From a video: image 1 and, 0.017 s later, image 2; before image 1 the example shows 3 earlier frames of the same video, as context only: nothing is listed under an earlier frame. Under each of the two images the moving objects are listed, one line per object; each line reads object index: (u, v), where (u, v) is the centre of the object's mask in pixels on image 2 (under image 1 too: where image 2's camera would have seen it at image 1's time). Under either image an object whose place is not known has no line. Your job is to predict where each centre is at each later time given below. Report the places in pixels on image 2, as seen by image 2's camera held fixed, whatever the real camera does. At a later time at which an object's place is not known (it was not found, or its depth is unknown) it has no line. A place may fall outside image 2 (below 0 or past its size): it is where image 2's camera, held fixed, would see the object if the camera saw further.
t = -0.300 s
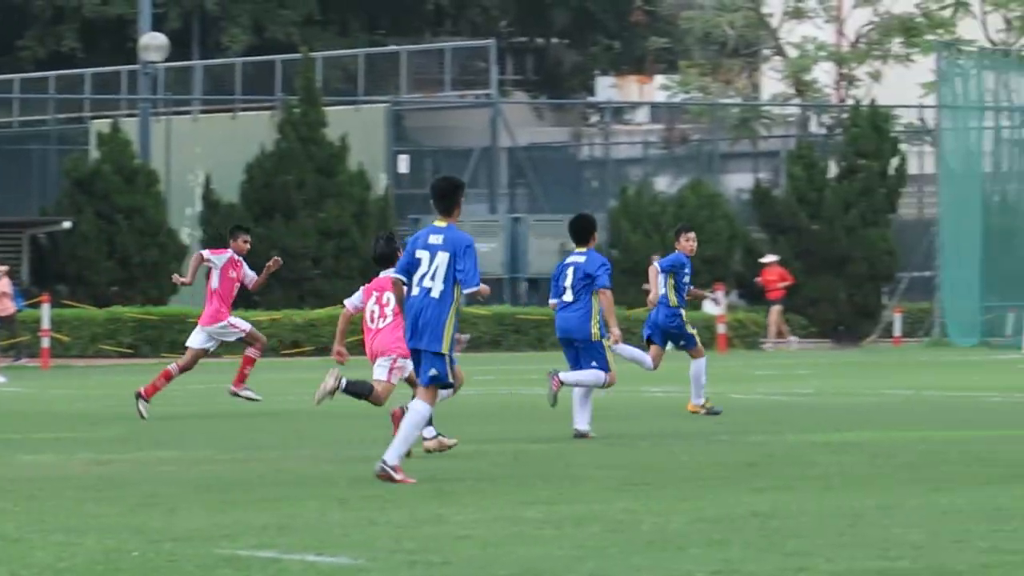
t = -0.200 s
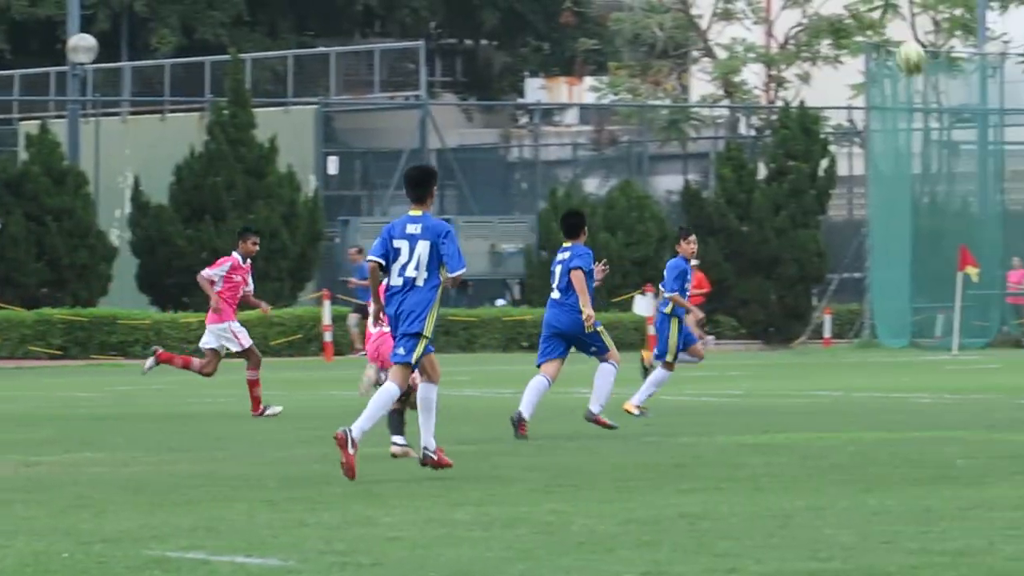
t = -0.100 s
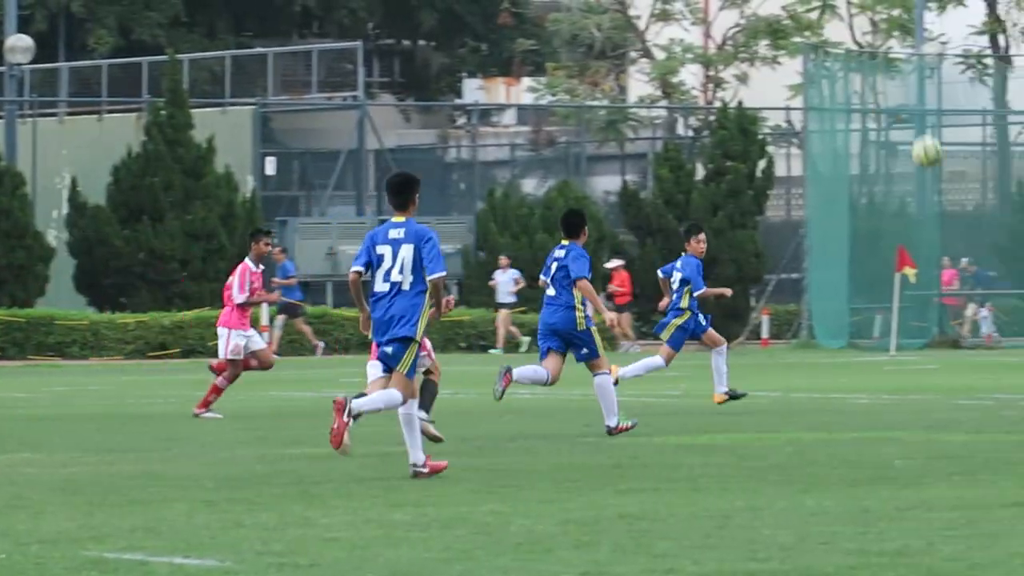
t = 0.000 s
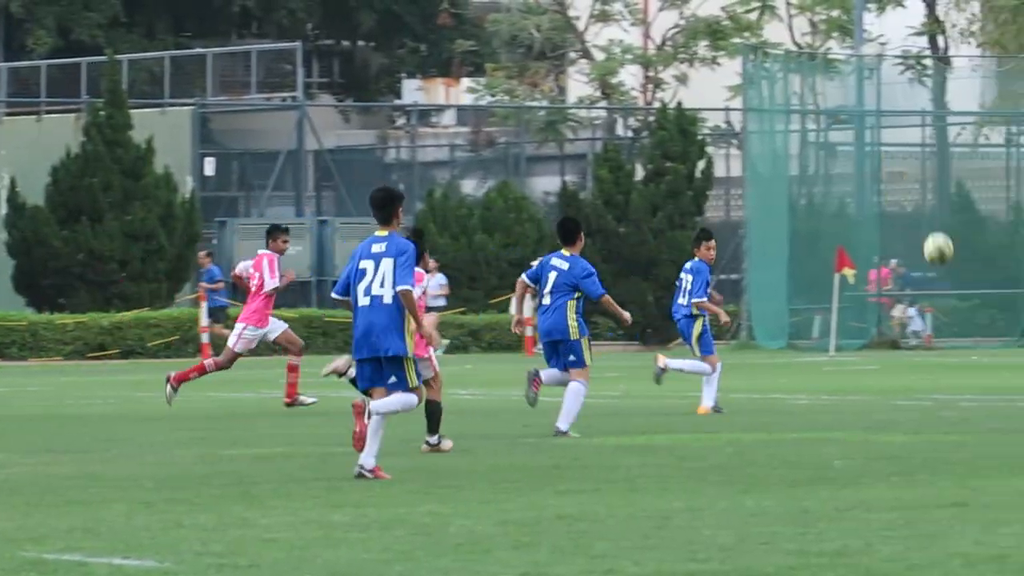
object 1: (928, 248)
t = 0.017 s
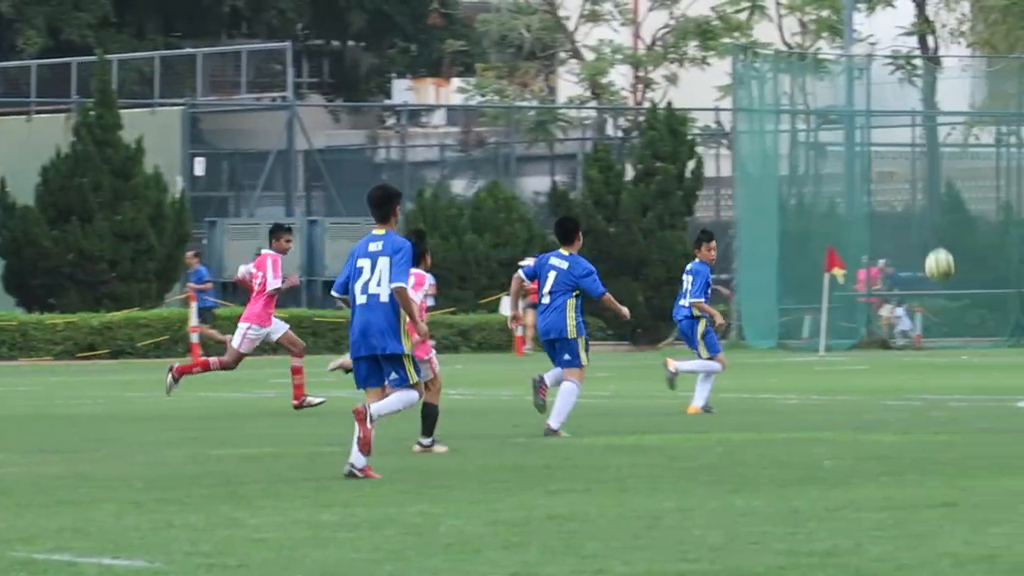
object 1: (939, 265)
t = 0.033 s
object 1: (951, 280)
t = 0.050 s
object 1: (963, 296)
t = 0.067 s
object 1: (974, 314)
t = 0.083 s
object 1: (986, 330)
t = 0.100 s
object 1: (997, 348)
